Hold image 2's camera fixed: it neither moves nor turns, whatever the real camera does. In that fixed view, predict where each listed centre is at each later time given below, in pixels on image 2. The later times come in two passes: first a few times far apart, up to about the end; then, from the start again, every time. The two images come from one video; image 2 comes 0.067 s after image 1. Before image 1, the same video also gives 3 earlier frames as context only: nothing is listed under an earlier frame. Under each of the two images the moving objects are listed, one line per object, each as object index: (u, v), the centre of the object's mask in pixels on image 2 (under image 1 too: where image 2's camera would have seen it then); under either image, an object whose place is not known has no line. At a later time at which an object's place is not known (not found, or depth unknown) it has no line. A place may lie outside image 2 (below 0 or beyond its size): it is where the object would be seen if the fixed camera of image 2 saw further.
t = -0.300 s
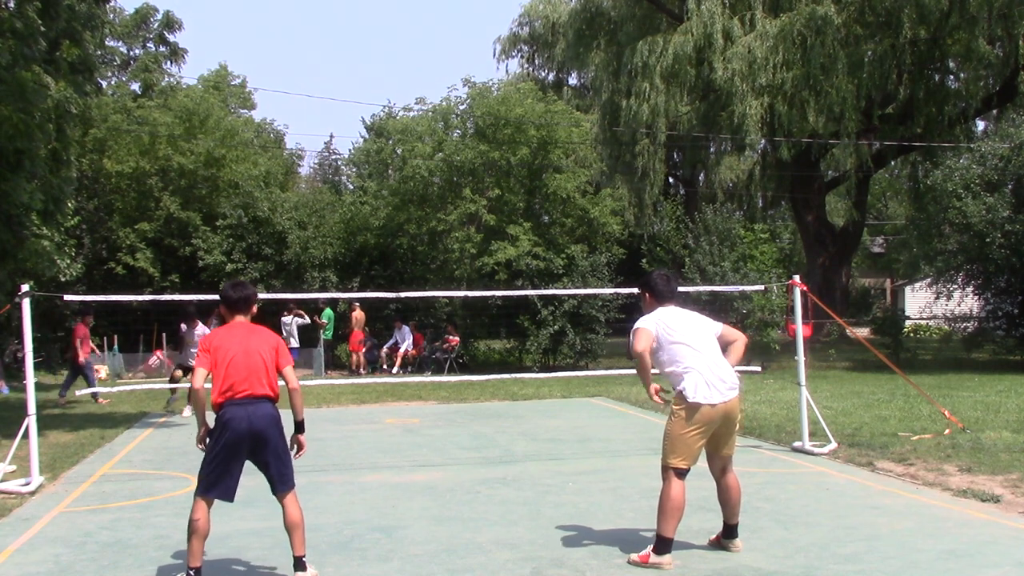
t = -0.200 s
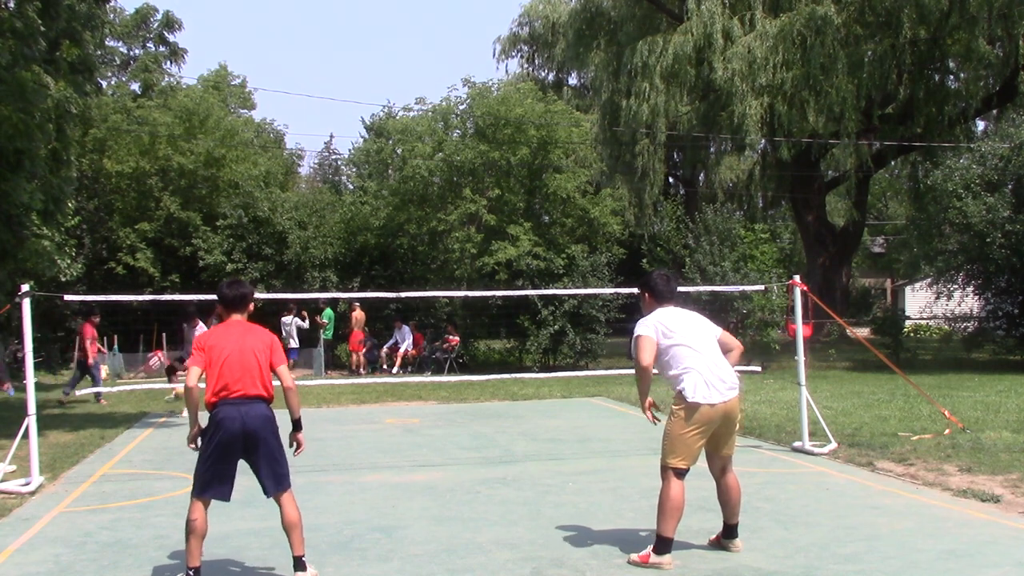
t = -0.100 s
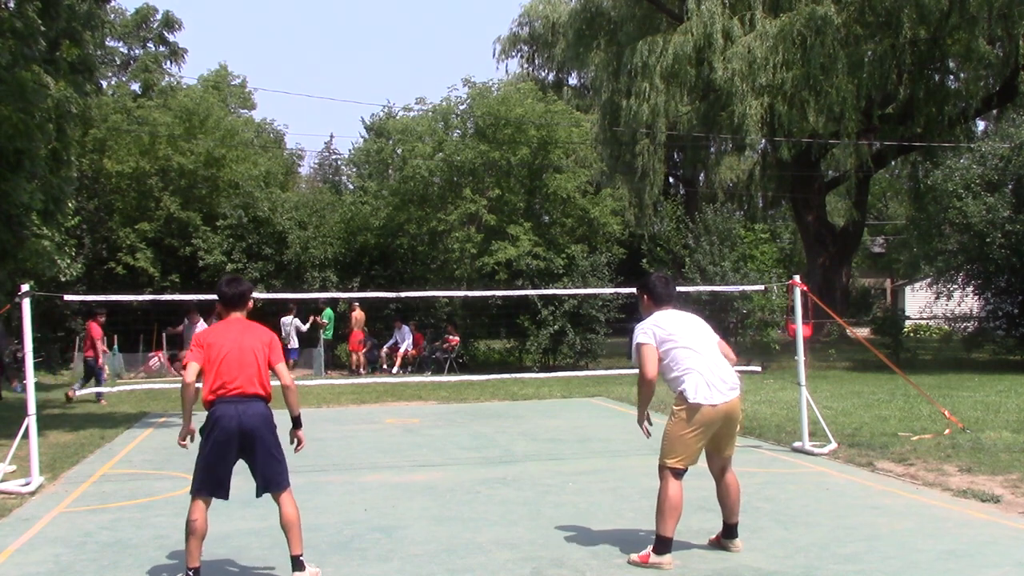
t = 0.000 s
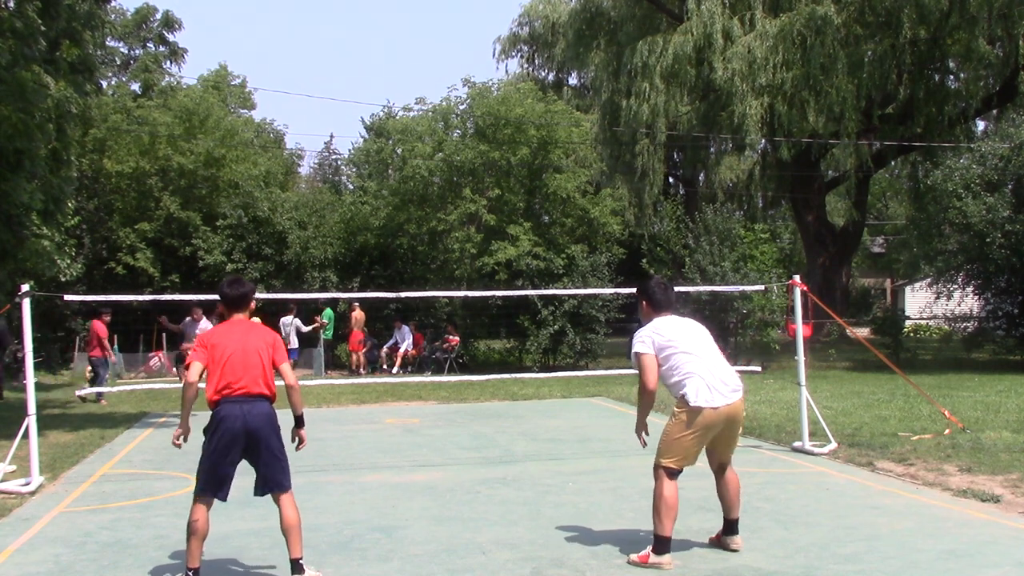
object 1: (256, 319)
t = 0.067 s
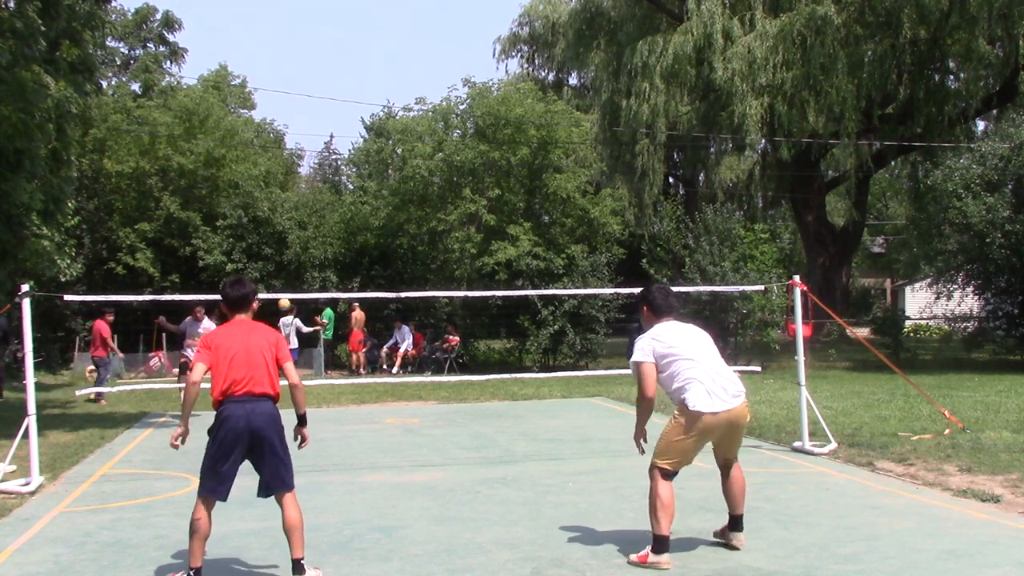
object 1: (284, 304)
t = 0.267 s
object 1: (386, 267)
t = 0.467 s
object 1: (521, 267)
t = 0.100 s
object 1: (299, 295)
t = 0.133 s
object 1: (315, 287)
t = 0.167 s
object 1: (332, 282)
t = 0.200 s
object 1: (349, 276)
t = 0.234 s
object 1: (367, 271)
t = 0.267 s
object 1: (386, 267)
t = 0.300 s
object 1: (406, 264)
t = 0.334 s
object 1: (427, 262)
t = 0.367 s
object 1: (449, 261)
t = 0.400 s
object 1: (471, 262)
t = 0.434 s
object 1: (496, 264)
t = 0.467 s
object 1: (521, 267)
